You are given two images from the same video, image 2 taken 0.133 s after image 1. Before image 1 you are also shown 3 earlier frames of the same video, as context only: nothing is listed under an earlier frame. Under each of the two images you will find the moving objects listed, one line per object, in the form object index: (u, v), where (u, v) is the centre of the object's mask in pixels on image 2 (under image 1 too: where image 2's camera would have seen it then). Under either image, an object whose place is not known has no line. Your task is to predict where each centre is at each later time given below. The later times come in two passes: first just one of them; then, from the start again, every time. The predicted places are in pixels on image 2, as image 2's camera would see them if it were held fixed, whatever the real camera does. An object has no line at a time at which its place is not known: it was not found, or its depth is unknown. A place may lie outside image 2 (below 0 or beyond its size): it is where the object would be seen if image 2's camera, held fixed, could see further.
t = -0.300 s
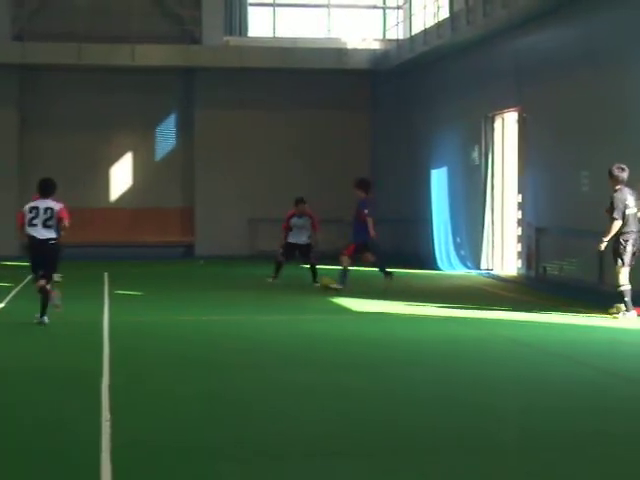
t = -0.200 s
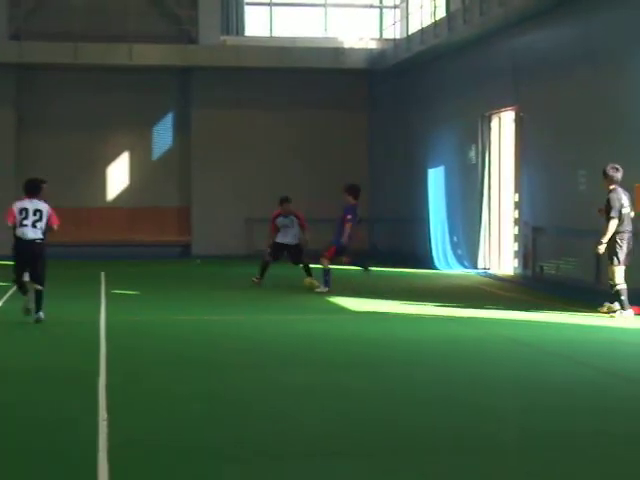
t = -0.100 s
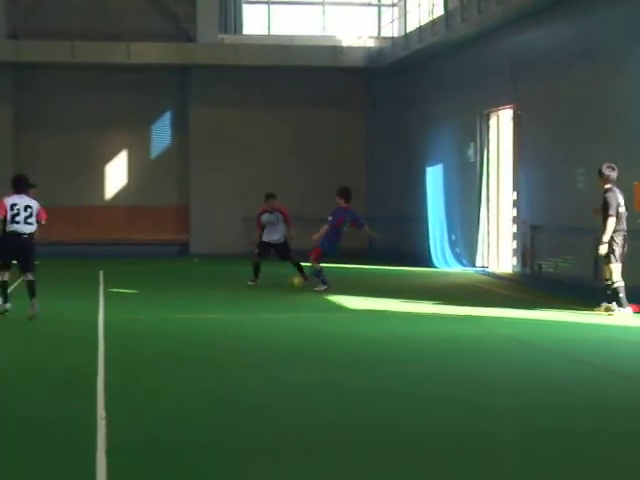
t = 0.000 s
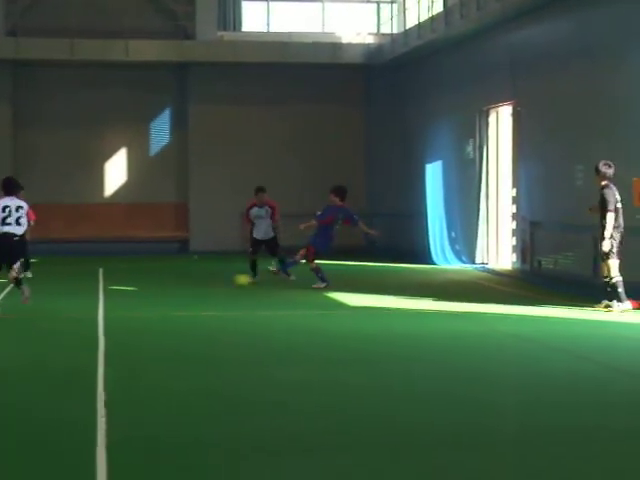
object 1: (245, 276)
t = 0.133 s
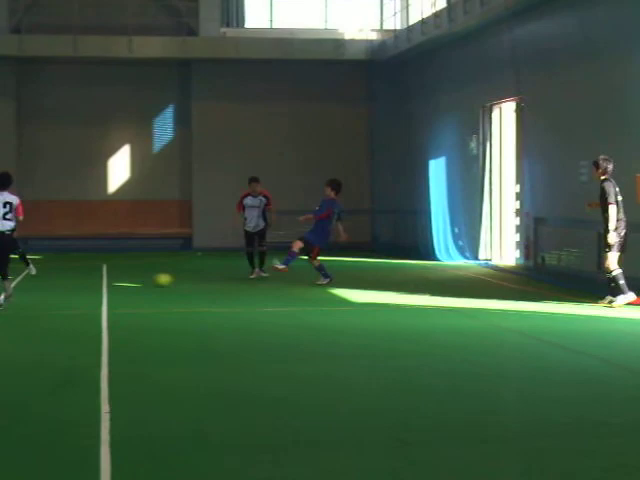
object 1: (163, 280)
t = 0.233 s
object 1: (103, 281)
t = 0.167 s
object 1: (143, 280)
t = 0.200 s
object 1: (122, 280)
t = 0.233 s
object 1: (103, 281)
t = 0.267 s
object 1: (83, 283)
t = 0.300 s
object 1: (65, 283)
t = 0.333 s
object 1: (45, 285)
